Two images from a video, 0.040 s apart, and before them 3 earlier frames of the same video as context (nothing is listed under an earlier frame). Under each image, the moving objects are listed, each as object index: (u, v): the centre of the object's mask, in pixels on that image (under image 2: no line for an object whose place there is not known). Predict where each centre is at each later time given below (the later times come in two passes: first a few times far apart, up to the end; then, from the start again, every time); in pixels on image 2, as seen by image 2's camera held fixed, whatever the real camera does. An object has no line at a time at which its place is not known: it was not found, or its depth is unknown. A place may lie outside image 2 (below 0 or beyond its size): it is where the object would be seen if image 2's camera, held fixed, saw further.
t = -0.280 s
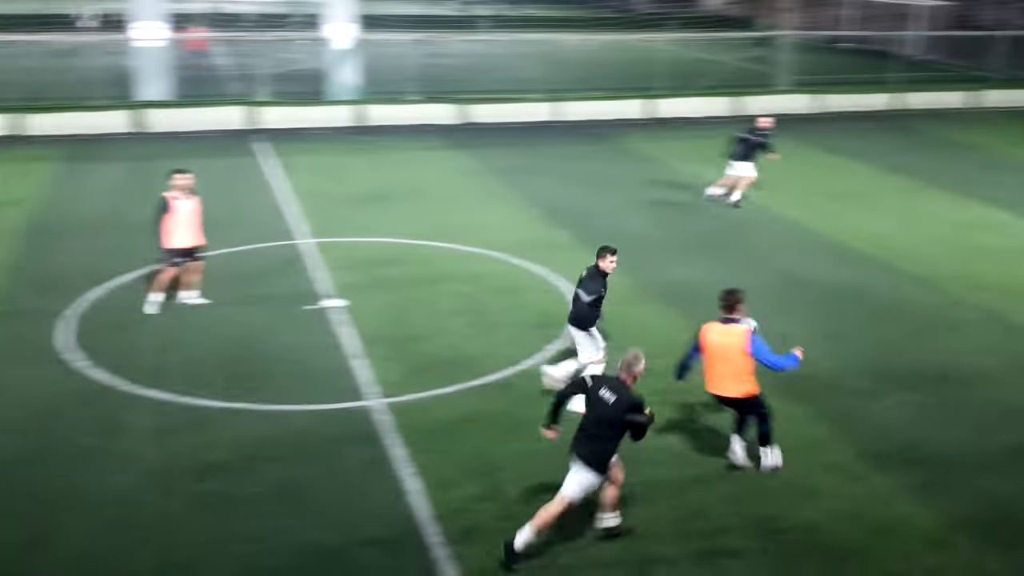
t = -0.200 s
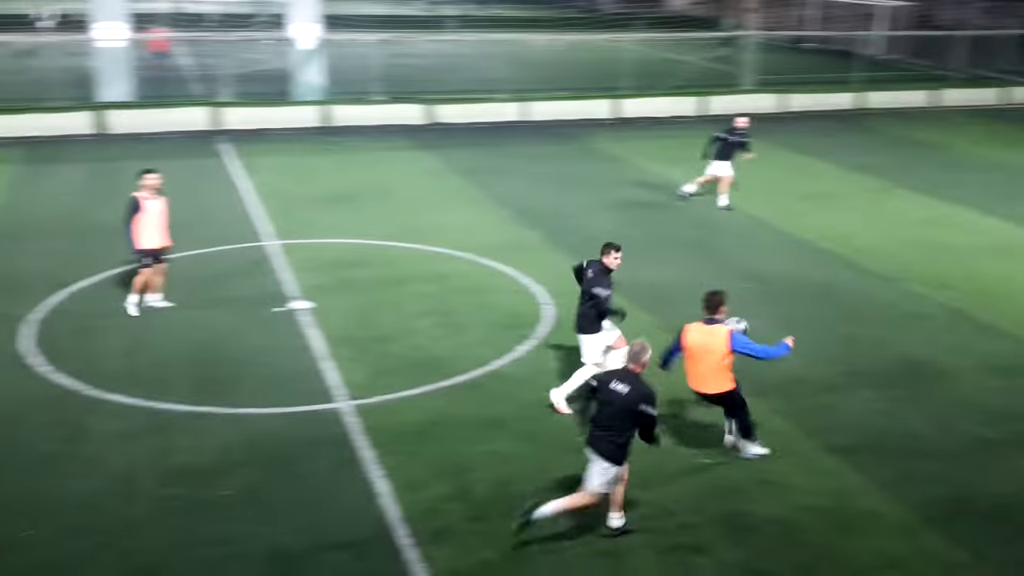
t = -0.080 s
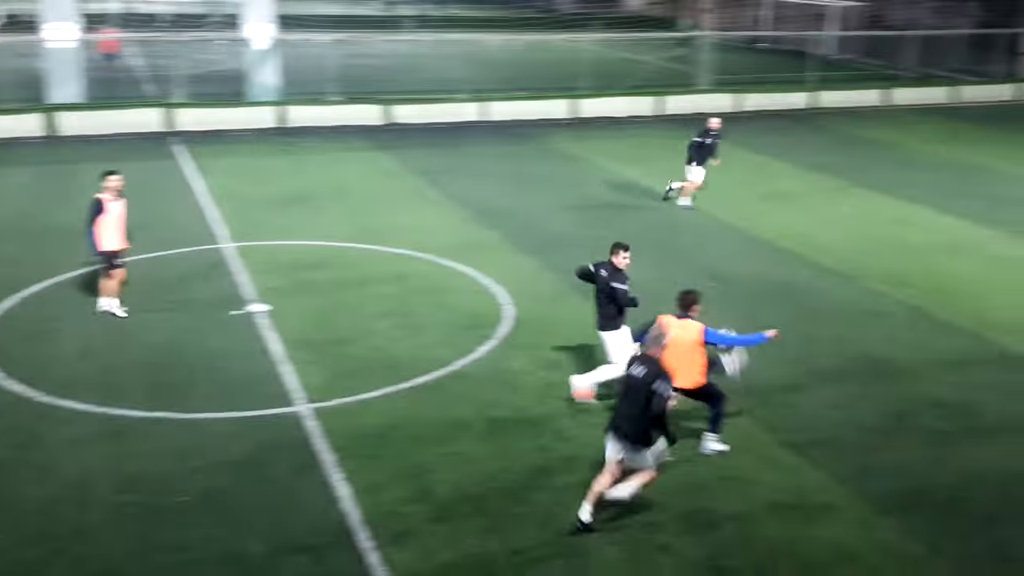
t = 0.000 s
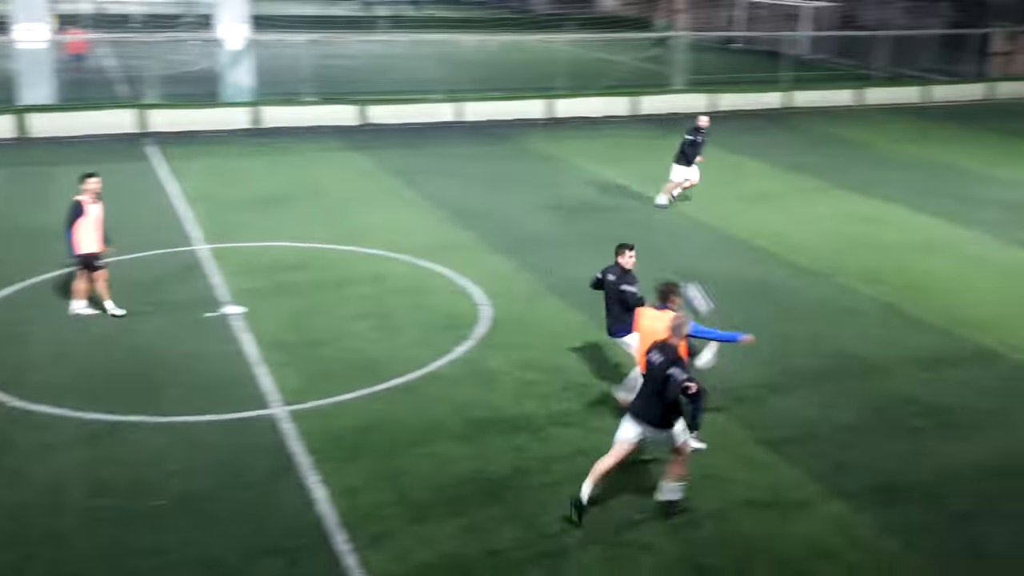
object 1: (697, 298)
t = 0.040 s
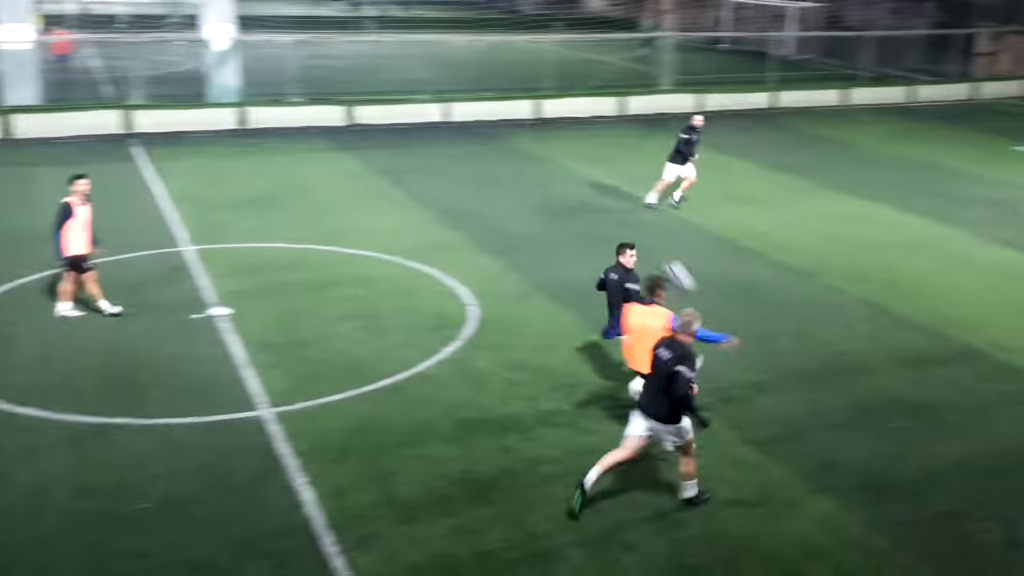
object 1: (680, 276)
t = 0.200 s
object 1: (657, 199)
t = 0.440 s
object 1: (621, 132)
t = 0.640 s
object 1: (588, 121)
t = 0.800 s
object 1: (560, 139)
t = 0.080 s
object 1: (675, 255)
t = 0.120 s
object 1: (669, 234)
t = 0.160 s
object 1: (663, 216)
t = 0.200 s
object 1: (657, 199)
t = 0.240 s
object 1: (652, 185)
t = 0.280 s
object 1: (645, 171)
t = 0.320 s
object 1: (640, 159)
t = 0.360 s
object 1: (633, 148)
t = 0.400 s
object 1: (628, 139)
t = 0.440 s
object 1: (621, 132)
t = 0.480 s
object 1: (614, 126)
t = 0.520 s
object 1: (608, 122)
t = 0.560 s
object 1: (601, 120)
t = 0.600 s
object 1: (595, 119)
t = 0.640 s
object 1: (588, 121)
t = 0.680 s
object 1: (582, 123)
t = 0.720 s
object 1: (574, 127)
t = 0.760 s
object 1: (567, 131)
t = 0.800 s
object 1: (560, 139)
